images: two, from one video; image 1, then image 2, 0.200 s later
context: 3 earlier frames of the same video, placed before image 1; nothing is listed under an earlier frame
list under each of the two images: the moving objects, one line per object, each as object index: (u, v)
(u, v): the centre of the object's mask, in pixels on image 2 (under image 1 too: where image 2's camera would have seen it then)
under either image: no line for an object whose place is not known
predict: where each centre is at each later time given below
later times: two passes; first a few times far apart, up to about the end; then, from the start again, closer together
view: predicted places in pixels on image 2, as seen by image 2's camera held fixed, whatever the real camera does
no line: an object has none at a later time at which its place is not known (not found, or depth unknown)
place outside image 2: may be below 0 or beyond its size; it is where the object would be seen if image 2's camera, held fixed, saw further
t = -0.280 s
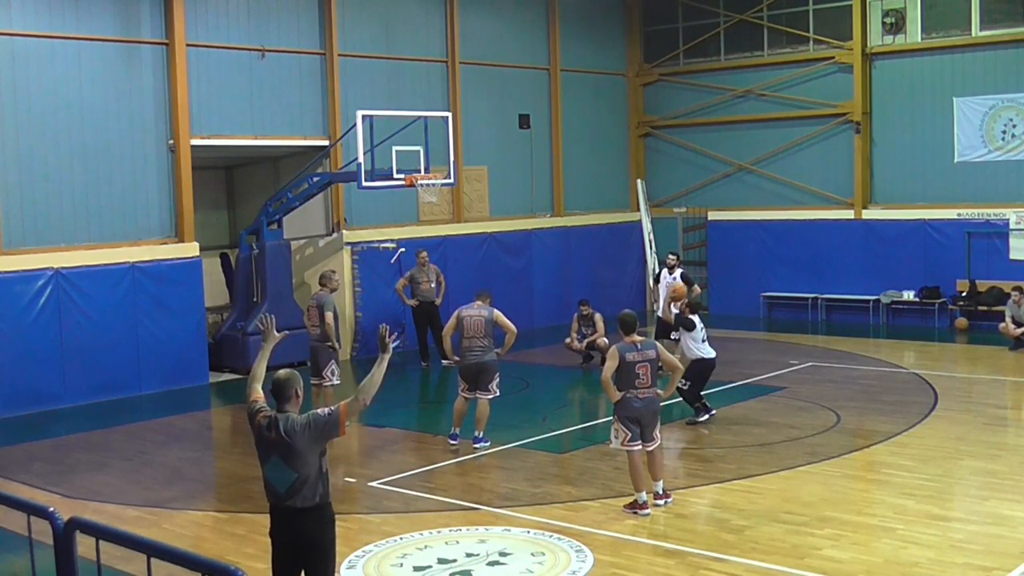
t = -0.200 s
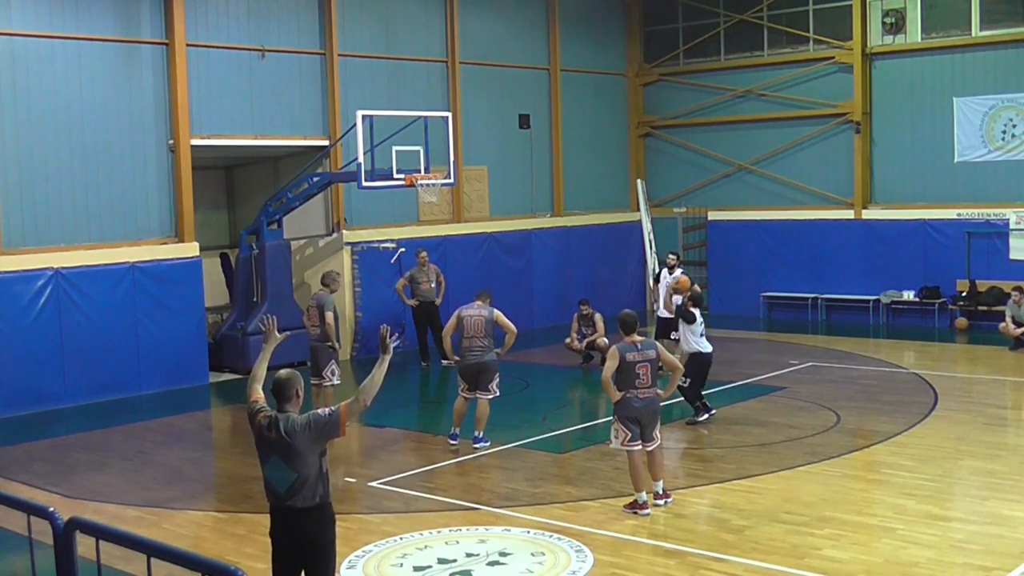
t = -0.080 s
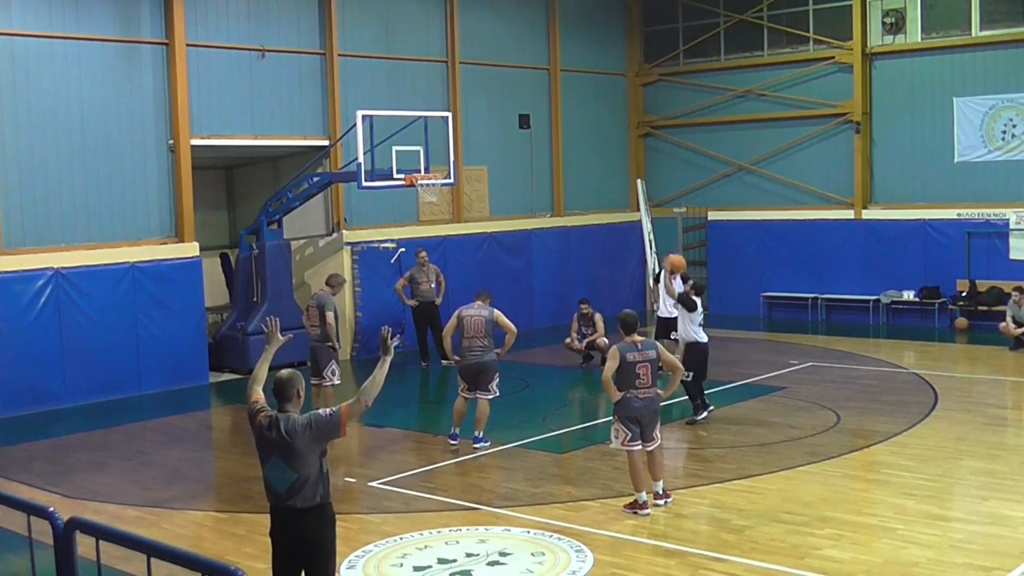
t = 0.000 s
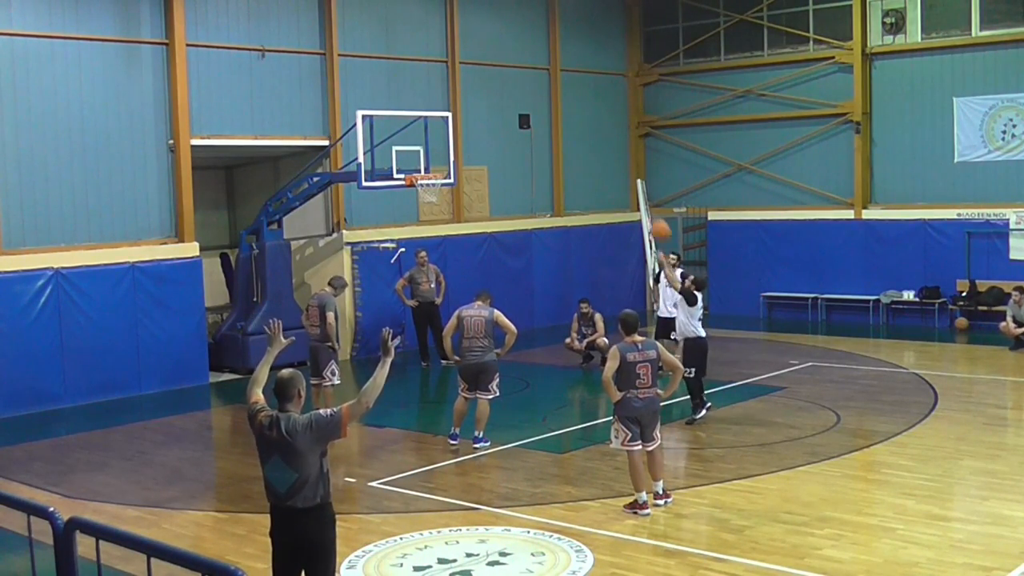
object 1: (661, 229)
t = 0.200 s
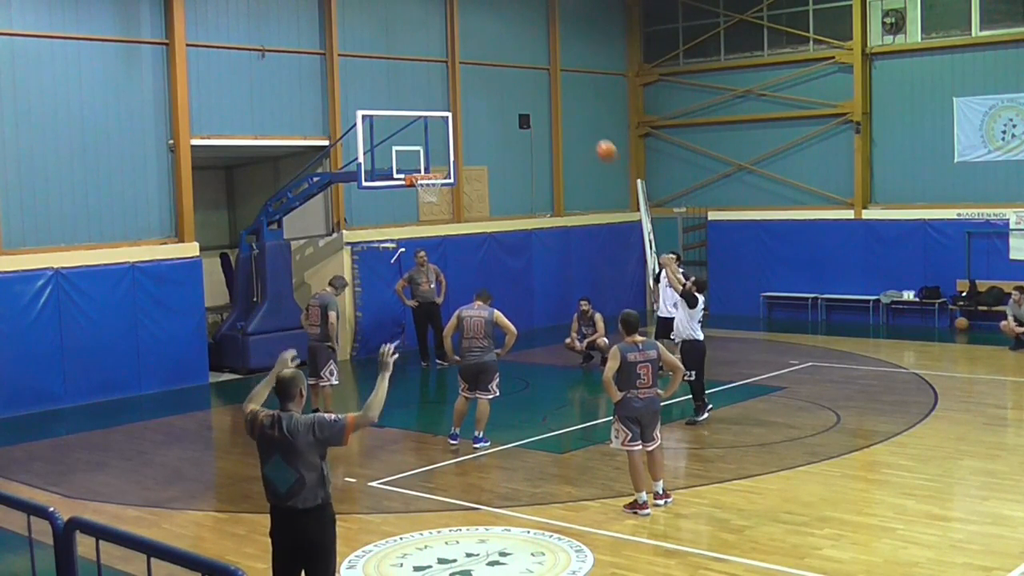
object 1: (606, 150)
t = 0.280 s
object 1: (586, 129)
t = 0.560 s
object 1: (522, 95)
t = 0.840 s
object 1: (468, 121)
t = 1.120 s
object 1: (421, 188)
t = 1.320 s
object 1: (422, 196)
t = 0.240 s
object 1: (596, 138)
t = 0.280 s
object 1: (586, 129)
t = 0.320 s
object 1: (576, 120)
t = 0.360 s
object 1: (567, 113)
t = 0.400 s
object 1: (558, 107)
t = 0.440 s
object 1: (549, 103)
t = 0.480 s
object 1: (540, 99)
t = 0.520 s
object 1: (531, 96)
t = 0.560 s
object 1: (522, 95)
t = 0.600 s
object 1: (514, 96)
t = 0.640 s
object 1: (506, 97)
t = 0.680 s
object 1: (498, 100)
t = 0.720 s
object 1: (490, 103)
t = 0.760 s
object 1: (482, 108)
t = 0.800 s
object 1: (475, 114)
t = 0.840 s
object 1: (468, 121)
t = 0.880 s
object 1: (460, 128)
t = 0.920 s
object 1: (452, 137)
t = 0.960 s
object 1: (445, 147)
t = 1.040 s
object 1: (433, 168)
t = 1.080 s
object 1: (426, 182)
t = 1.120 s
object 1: (421, 188)
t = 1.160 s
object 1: (419, 188)
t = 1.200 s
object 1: (420, 188)
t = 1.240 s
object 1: (419, 190)
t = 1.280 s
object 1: (419, 193)
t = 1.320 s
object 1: (422, 196)
